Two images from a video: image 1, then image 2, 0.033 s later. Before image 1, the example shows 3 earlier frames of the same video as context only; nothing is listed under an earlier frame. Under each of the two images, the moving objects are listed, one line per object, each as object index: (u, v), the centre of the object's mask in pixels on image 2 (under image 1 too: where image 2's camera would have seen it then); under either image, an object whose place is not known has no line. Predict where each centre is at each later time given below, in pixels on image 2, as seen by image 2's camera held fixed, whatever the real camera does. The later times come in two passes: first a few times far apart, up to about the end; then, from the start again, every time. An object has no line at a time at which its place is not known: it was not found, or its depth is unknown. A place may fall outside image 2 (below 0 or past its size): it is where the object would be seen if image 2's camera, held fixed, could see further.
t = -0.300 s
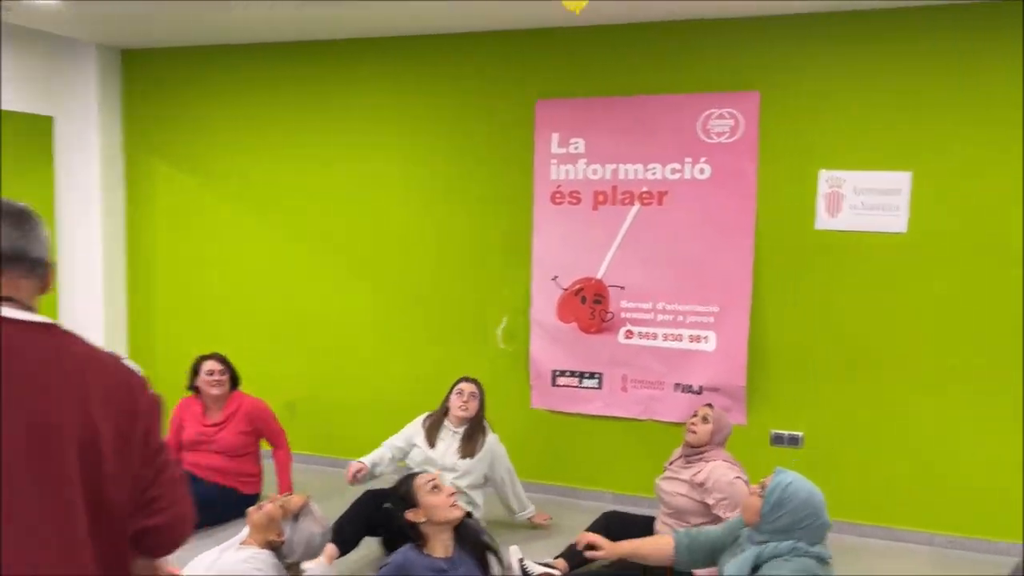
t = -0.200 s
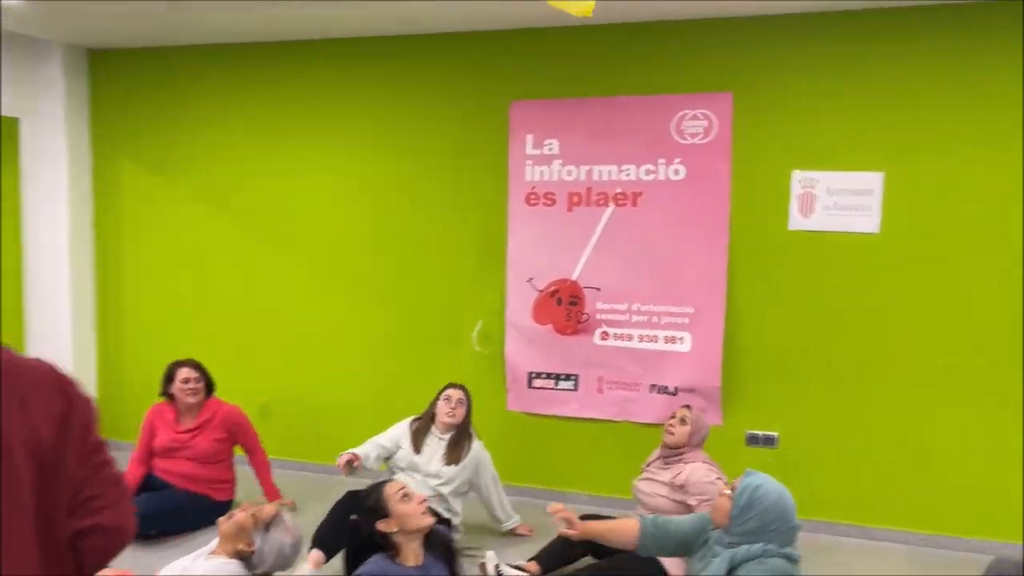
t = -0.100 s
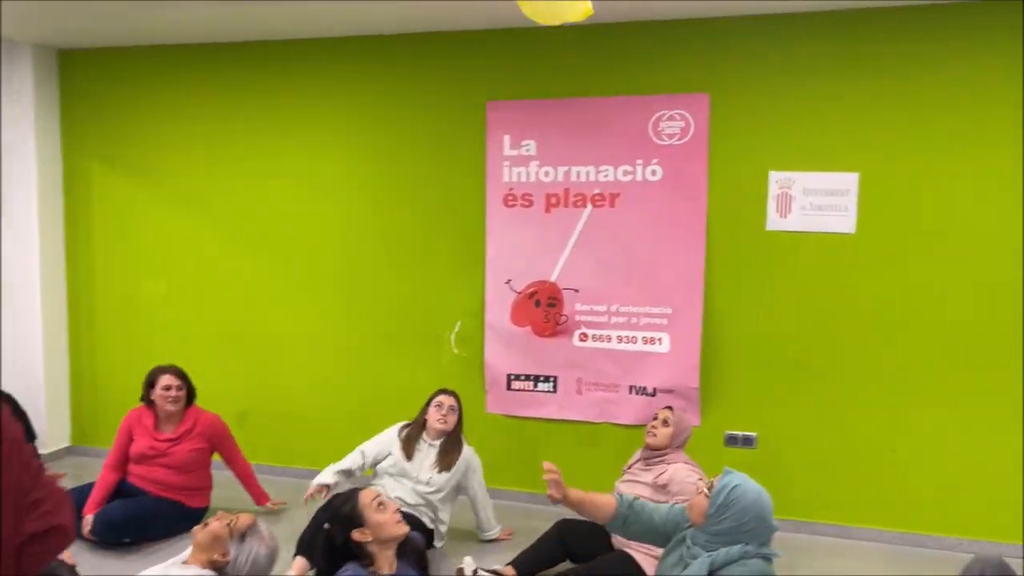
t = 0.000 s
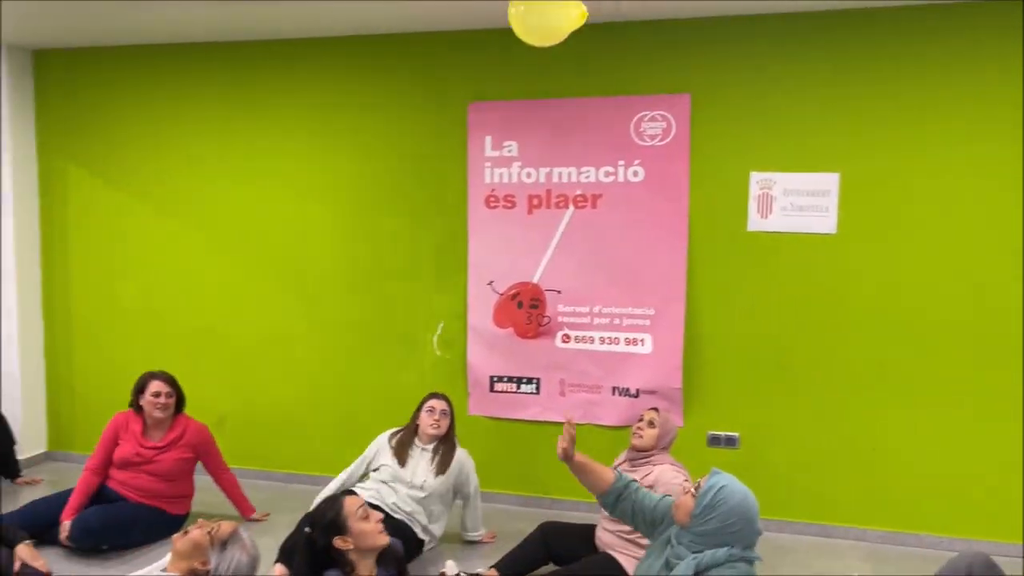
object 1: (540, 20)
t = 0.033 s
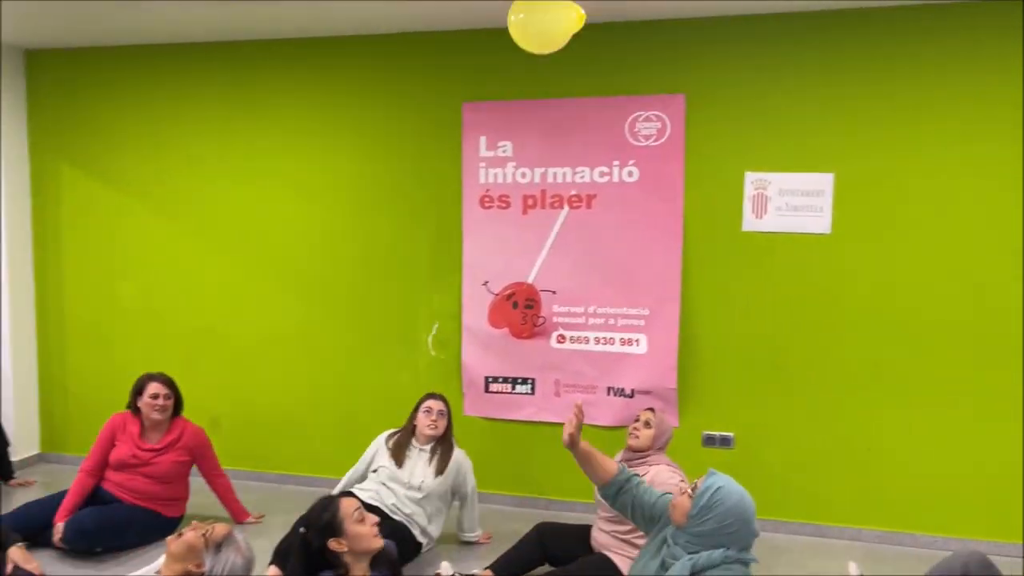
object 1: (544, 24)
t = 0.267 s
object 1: (576, 69)
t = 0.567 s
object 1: (610, 133)
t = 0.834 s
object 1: (612, 205)
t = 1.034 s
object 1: (596, 258)
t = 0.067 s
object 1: (549, 29)
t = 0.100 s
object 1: (553, 35)
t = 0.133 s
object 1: (558, 42)
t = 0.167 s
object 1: (563, 49)
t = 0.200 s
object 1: (567, 56)
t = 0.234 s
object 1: (571, 63)
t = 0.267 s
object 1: (576, 69)
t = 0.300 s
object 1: (580, 76)
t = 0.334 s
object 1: (584, 82)
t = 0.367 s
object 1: (588, 89)
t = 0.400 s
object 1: (593, 96)
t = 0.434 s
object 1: (597, 102)
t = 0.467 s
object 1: (601, 110)
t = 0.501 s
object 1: (604, 117)
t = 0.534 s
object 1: (607, 125)
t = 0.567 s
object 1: (610, 133)
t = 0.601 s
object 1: (612, 142)
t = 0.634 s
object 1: (614, 150)
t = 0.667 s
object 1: (615, 159)
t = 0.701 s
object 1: (616, 168)
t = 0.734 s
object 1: (615, 178)
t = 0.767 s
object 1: (615, 187)
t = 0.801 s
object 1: (614, 196)
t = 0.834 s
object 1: (612, 205)
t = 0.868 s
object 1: (608, 214)
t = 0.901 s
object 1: (606, 223)
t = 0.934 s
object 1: (603, 232)
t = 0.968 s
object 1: (601, 241)
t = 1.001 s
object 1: (599, 250)
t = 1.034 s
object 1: (596, 258)
